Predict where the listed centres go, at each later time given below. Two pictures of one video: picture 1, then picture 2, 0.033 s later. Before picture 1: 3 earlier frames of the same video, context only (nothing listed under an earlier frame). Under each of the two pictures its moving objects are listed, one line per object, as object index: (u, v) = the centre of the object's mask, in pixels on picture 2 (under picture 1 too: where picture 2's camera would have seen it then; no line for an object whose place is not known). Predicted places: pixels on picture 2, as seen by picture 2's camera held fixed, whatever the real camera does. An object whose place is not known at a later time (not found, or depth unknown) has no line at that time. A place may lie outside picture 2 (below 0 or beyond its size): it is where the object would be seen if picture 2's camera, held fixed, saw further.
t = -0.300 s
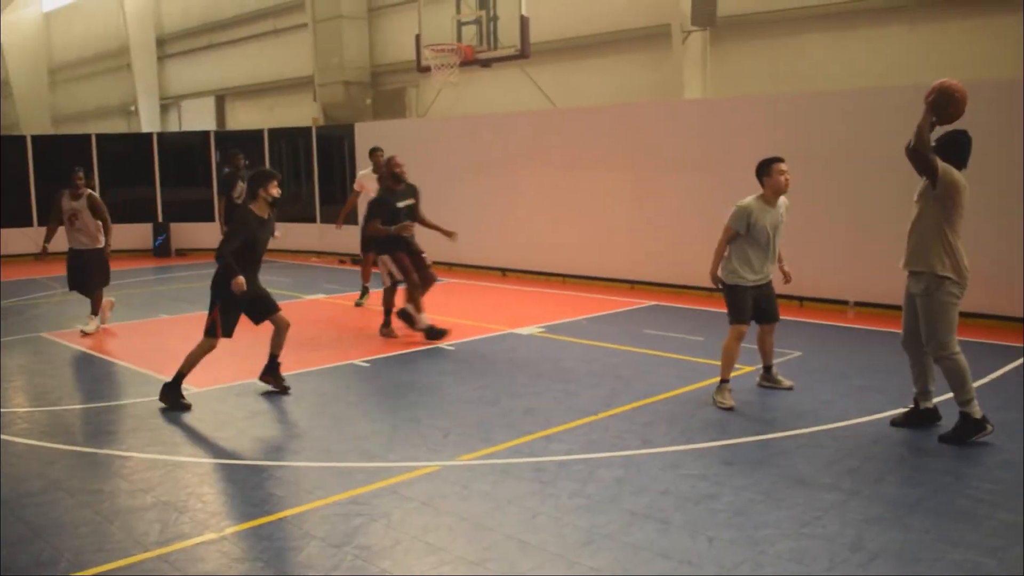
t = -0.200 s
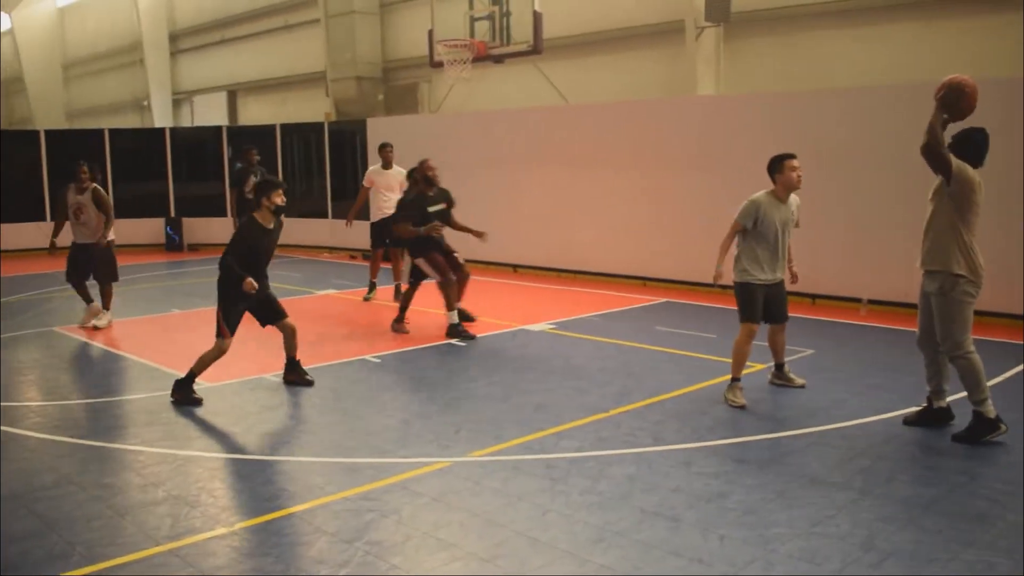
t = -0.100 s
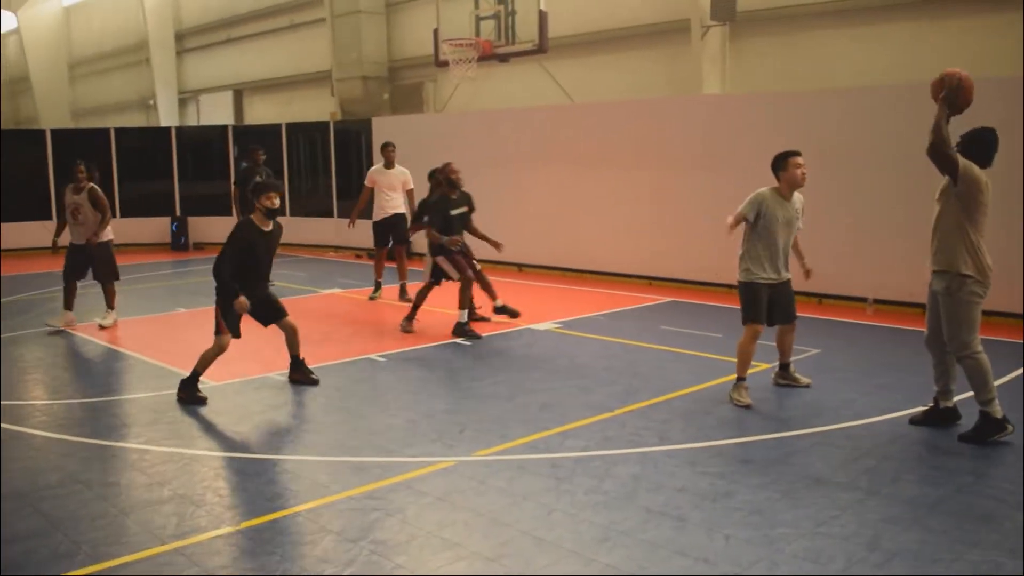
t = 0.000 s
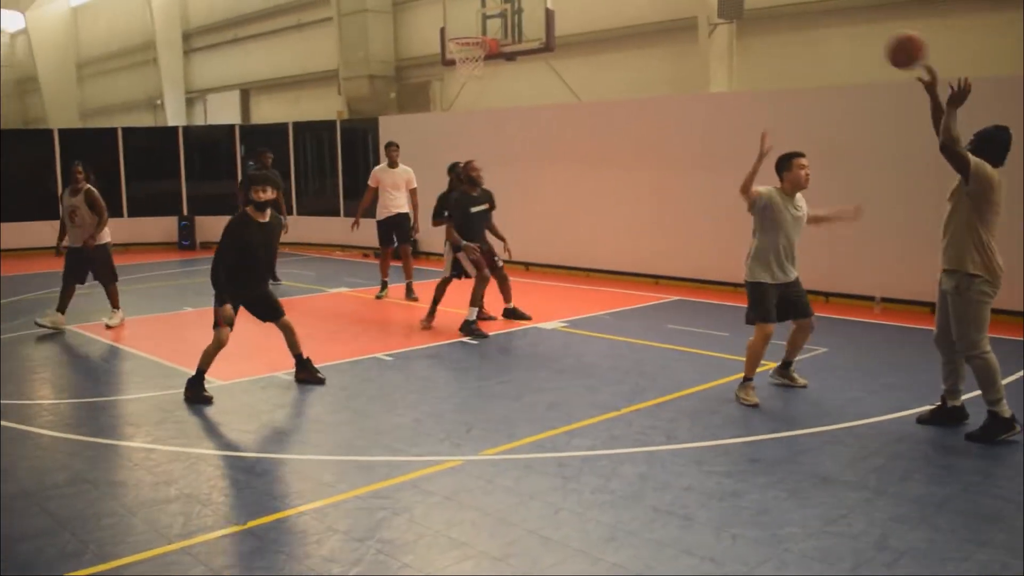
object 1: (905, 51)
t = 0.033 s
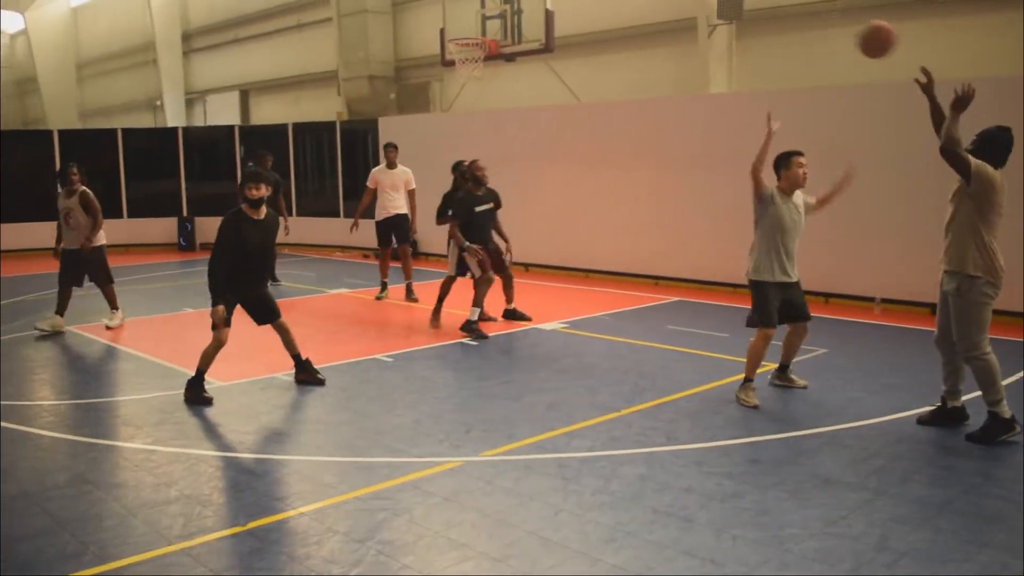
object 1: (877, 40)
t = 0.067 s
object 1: (850, 31)
